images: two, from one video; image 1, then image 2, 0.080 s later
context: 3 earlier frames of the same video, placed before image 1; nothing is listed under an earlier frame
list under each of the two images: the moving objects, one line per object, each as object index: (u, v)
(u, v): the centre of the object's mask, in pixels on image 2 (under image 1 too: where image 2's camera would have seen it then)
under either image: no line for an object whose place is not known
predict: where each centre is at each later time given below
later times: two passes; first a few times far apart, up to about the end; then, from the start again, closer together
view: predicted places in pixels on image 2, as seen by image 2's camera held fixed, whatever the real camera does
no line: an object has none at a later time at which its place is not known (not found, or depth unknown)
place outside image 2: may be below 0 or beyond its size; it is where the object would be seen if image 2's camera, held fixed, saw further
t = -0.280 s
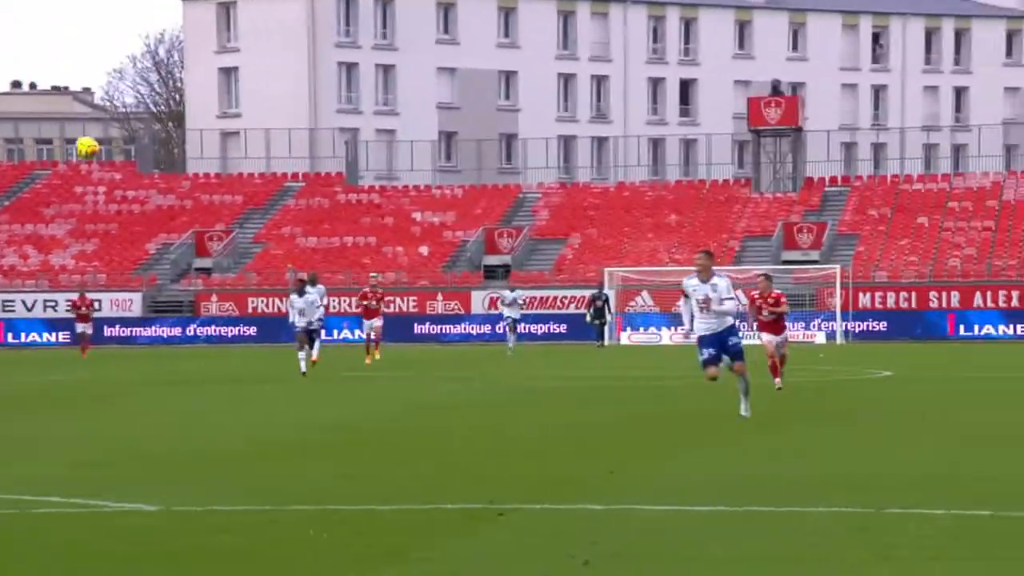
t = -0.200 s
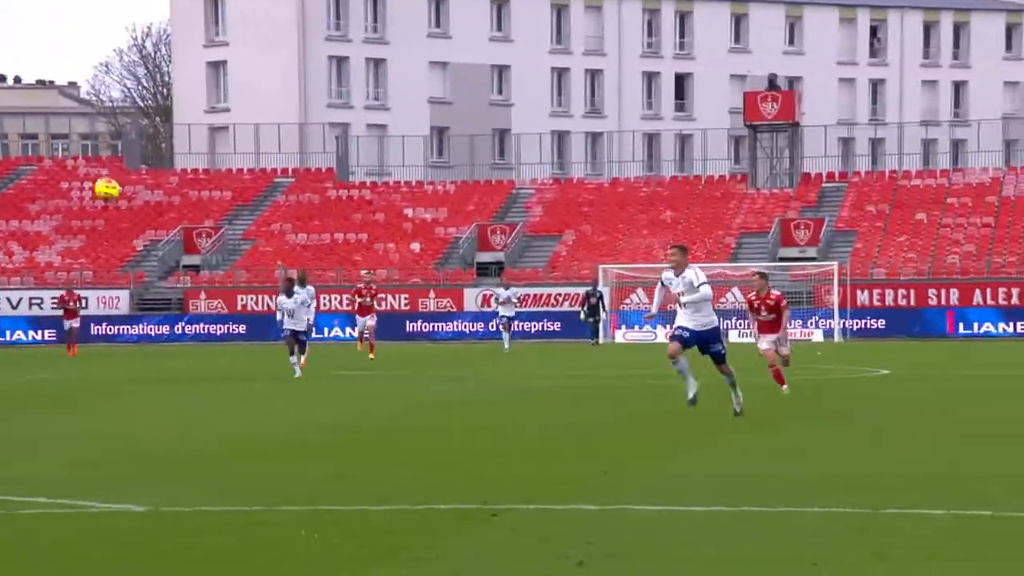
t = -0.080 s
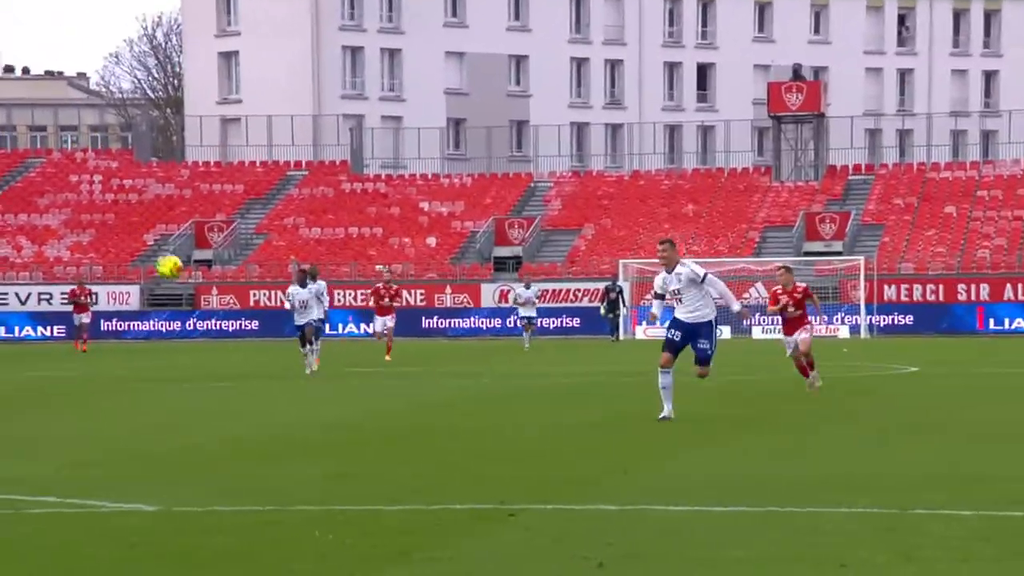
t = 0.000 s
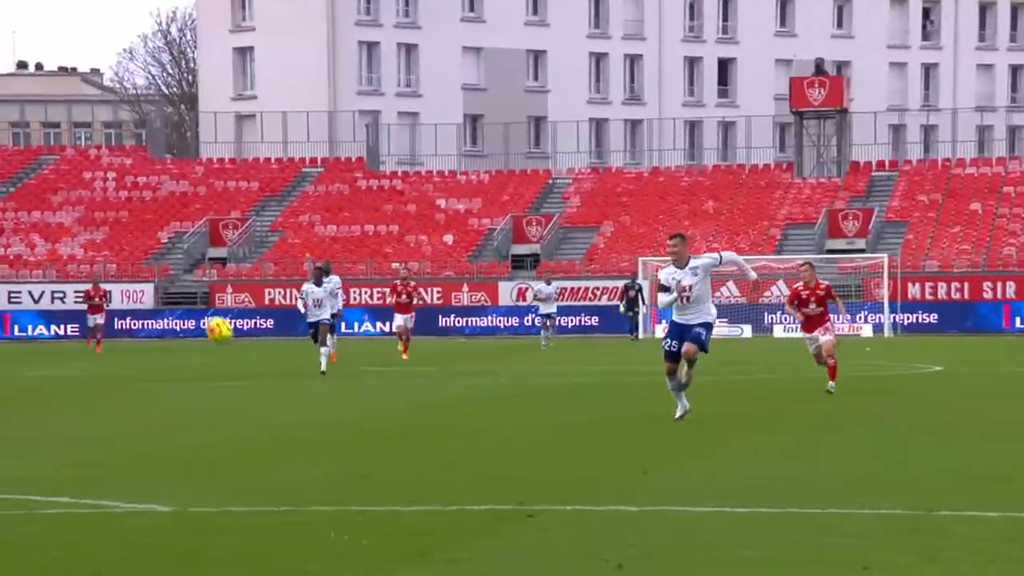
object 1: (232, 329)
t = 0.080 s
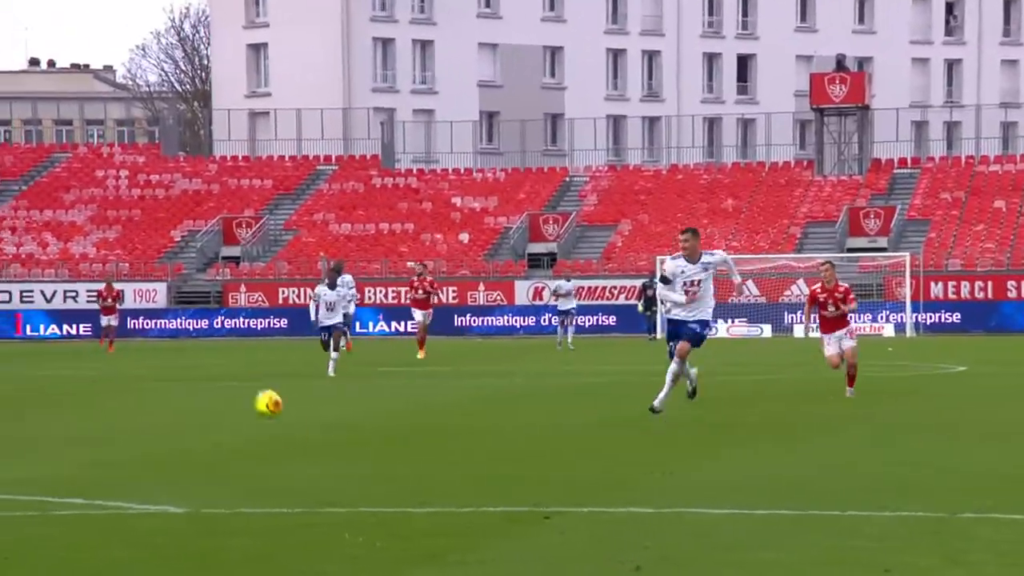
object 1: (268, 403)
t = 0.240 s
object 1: (324, 354)
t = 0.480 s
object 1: (407, 243)
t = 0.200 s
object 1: (311, 378)
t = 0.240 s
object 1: (324, 354)
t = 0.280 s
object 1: (339, 333)
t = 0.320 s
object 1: (350, 312)
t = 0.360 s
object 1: (365, 292)
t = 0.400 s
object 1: (377, 274)
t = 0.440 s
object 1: (392, 258)
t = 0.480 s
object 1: (407, 243)
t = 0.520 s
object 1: (420, 230)
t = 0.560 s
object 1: (436, 219)
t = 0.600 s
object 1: (449, 210)
